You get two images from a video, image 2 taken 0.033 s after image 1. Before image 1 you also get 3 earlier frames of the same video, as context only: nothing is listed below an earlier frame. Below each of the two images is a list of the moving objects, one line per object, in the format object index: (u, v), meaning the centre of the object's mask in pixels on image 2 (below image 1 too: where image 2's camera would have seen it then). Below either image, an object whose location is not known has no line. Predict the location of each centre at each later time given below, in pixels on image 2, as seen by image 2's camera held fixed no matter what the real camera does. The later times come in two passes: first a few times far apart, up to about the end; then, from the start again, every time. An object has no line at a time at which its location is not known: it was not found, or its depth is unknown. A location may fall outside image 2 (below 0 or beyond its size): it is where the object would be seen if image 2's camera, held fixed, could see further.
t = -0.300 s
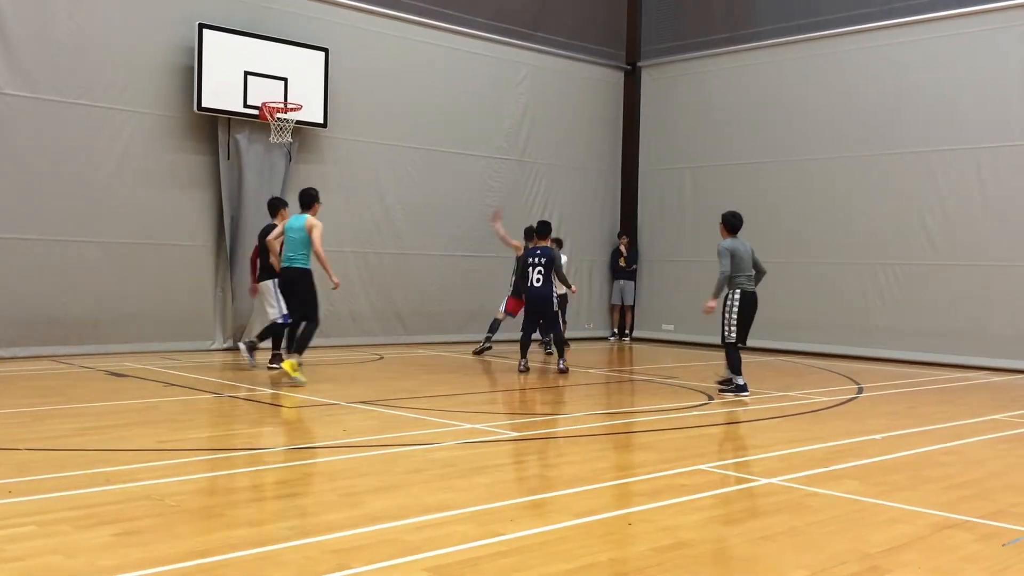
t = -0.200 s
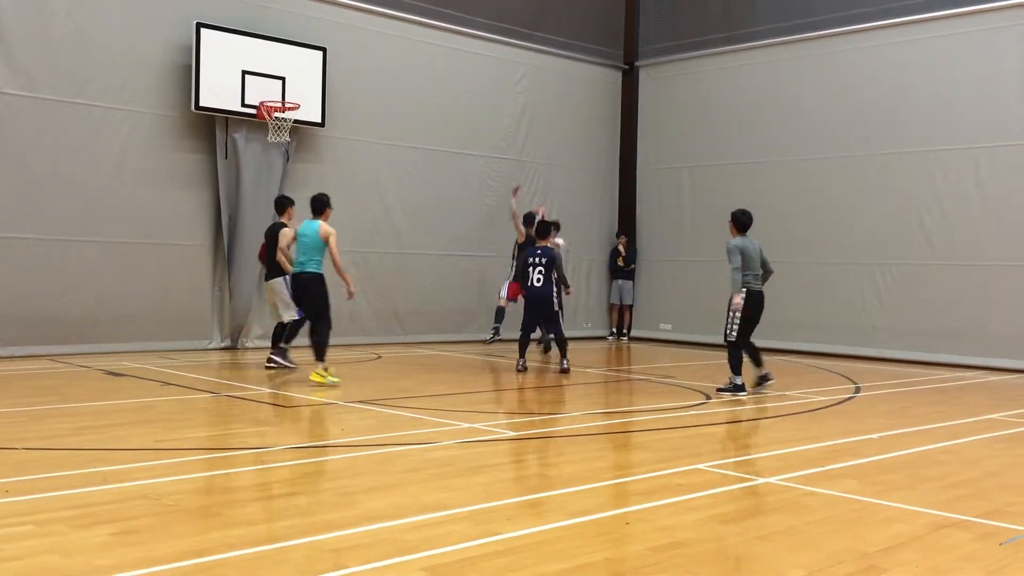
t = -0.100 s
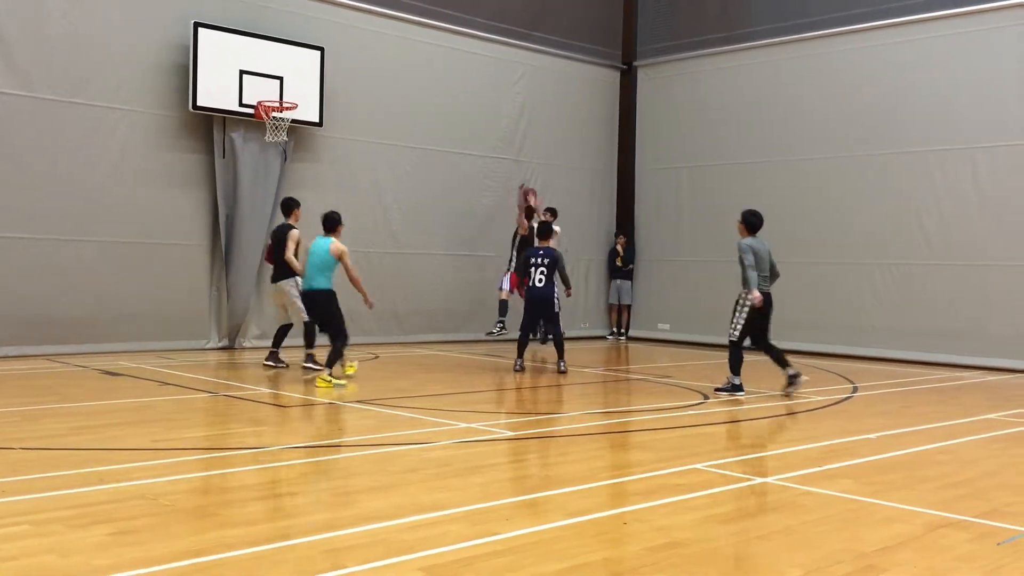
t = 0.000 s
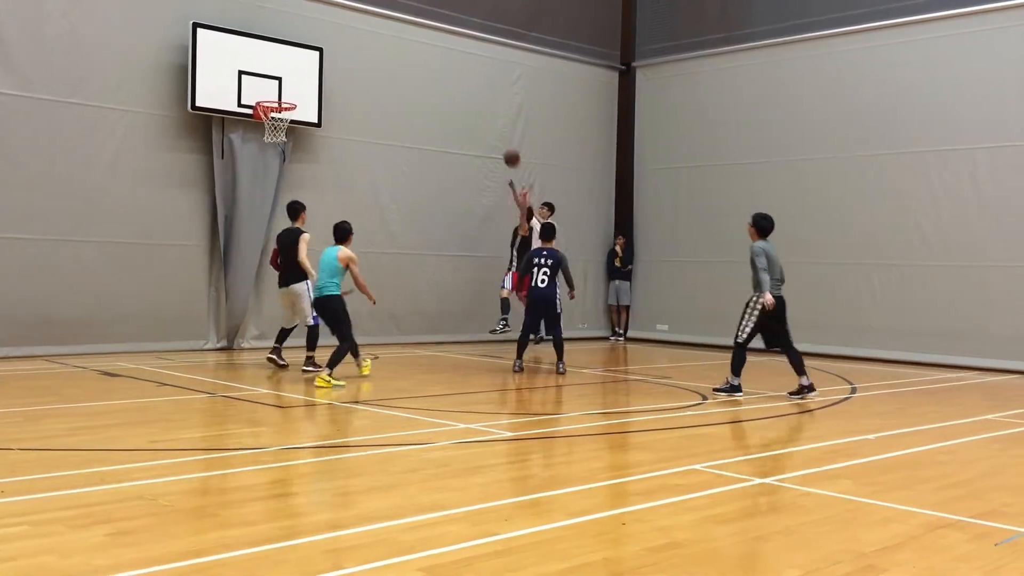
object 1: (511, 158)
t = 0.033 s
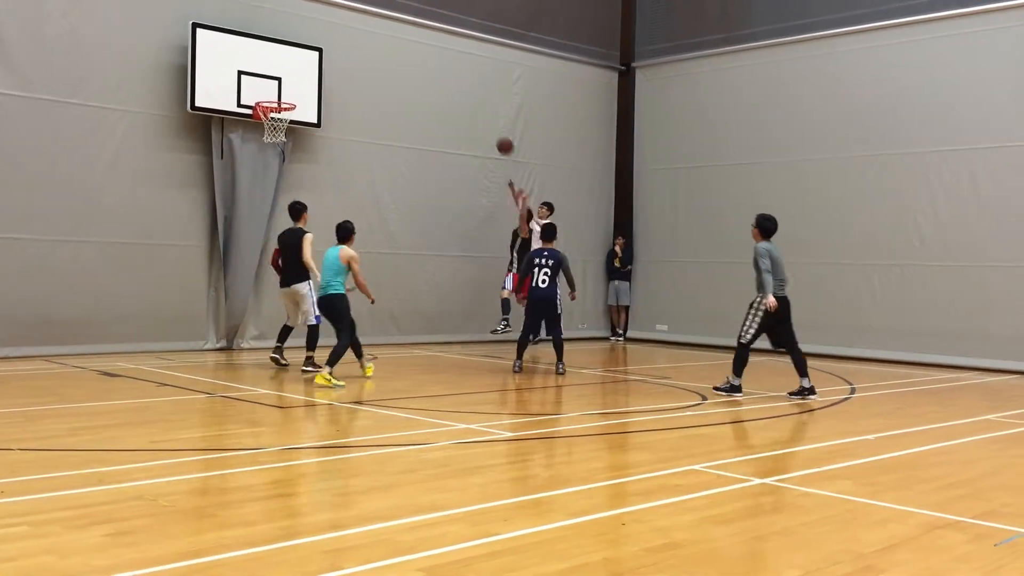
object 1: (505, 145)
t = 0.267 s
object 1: (459, 75)
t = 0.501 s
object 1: (410, 39)
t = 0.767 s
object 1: (348, 43)
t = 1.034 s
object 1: (280, 104)
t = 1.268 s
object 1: (248, 149)
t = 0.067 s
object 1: (498, 134)
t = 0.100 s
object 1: (492, 122)
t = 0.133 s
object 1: (485, 111)
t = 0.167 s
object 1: (479, 102)
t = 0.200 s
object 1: (473, 92)
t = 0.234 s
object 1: (466, 84)
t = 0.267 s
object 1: (459, 75)
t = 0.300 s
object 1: (453, 68)
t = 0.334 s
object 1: (446, 61)
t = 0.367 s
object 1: (439, 55)
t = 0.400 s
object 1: (432, 50)
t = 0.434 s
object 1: (426, 45)
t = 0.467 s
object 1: (418, 42)
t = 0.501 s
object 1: (410, 39)
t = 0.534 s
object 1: (403, 37)
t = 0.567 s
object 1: (395, 35)
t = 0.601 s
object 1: (388, 34)
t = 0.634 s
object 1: (381, 34)
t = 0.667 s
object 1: (373, 35)
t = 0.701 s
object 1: (365, 37)
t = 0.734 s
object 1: (356, 39)
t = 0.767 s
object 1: (348, 43)
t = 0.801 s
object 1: (340, 47)
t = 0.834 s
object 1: (333, 52)
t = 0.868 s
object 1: (324, 58)
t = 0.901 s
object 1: (316, 66)
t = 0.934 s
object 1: (307, 73)
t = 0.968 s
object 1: (300, 83)
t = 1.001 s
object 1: (291, 92)
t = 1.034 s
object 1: (280, 104)
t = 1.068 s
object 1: (270, 117)
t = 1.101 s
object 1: (264, 115)
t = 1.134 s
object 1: (261, 127)
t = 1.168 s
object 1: (258, 132)
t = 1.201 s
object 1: (254, 136)
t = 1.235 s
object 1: (251, 142)
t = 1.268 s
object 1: (248, 149)
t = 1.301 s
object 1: (244, 157)
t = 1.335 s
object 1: (241, 166)
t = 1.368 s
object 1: (238, 176)
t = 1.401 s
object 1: (234, 188)
